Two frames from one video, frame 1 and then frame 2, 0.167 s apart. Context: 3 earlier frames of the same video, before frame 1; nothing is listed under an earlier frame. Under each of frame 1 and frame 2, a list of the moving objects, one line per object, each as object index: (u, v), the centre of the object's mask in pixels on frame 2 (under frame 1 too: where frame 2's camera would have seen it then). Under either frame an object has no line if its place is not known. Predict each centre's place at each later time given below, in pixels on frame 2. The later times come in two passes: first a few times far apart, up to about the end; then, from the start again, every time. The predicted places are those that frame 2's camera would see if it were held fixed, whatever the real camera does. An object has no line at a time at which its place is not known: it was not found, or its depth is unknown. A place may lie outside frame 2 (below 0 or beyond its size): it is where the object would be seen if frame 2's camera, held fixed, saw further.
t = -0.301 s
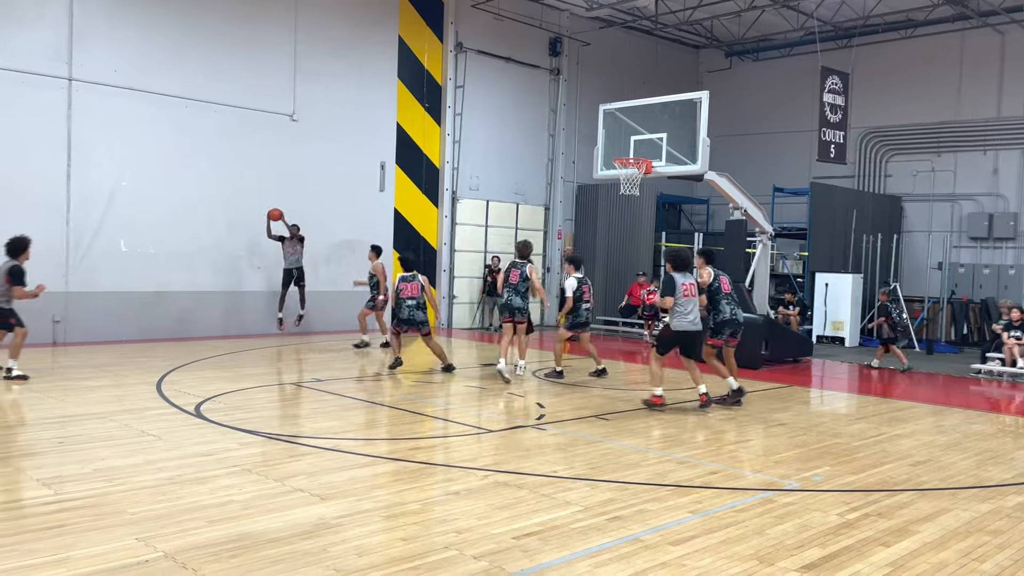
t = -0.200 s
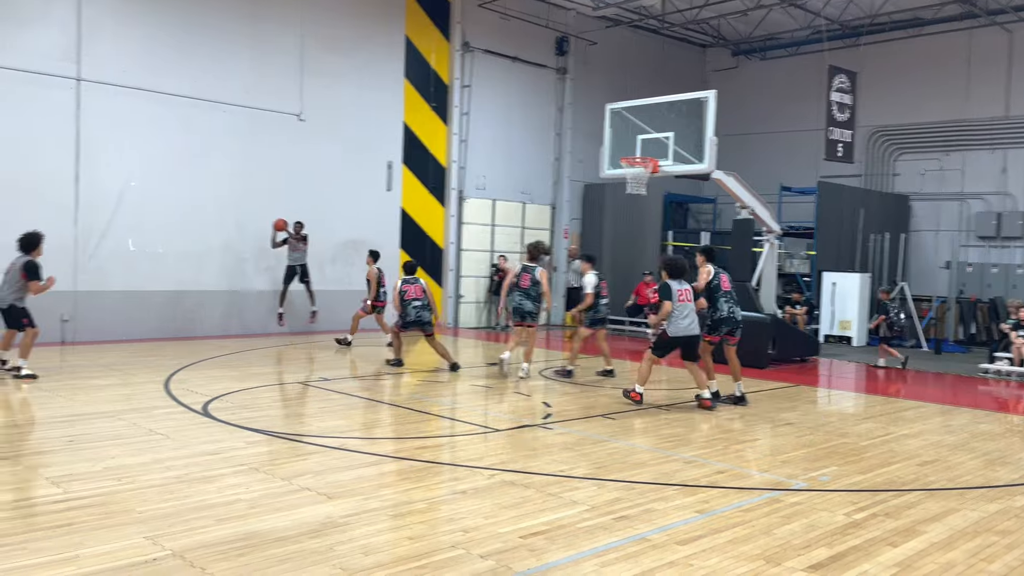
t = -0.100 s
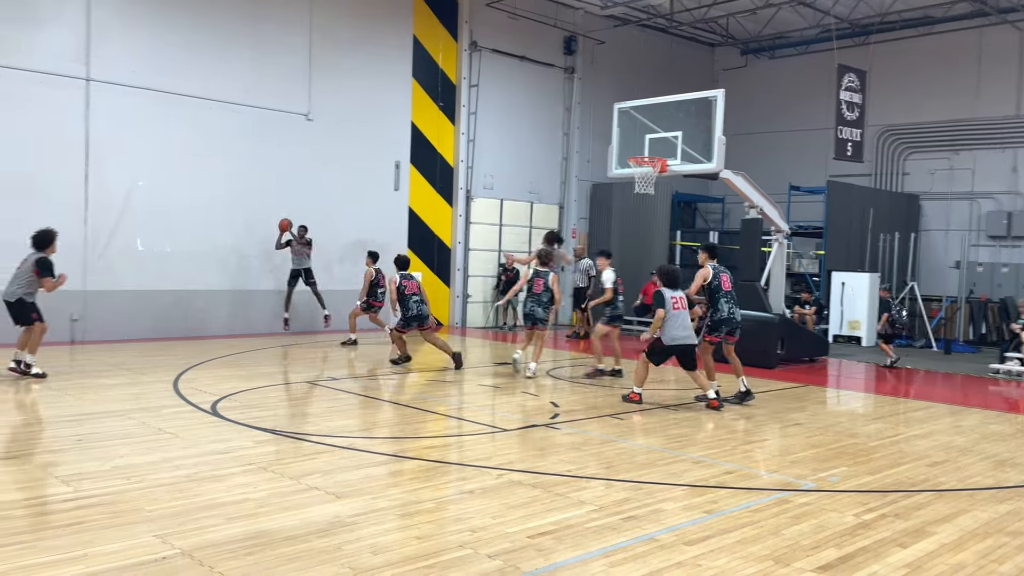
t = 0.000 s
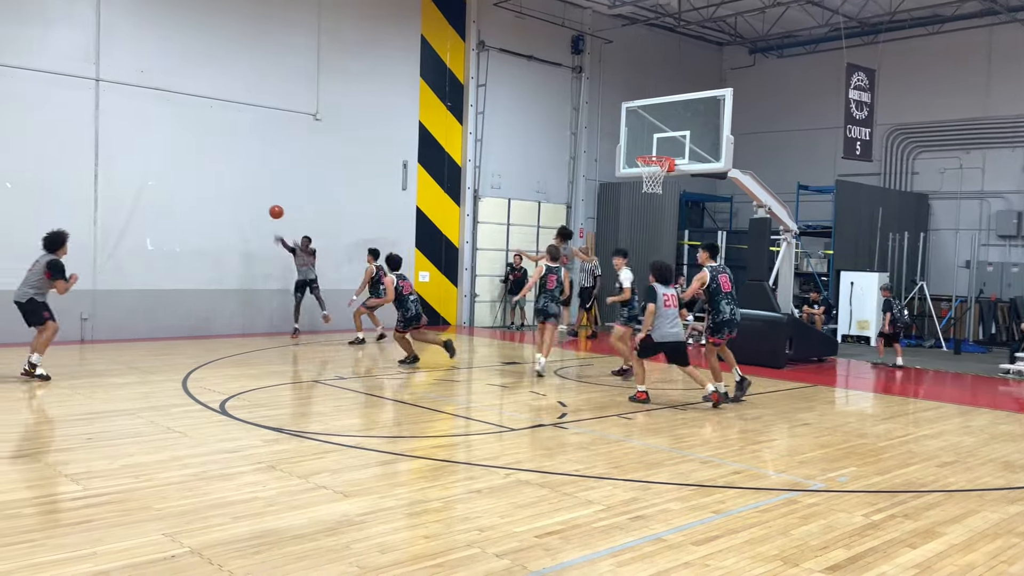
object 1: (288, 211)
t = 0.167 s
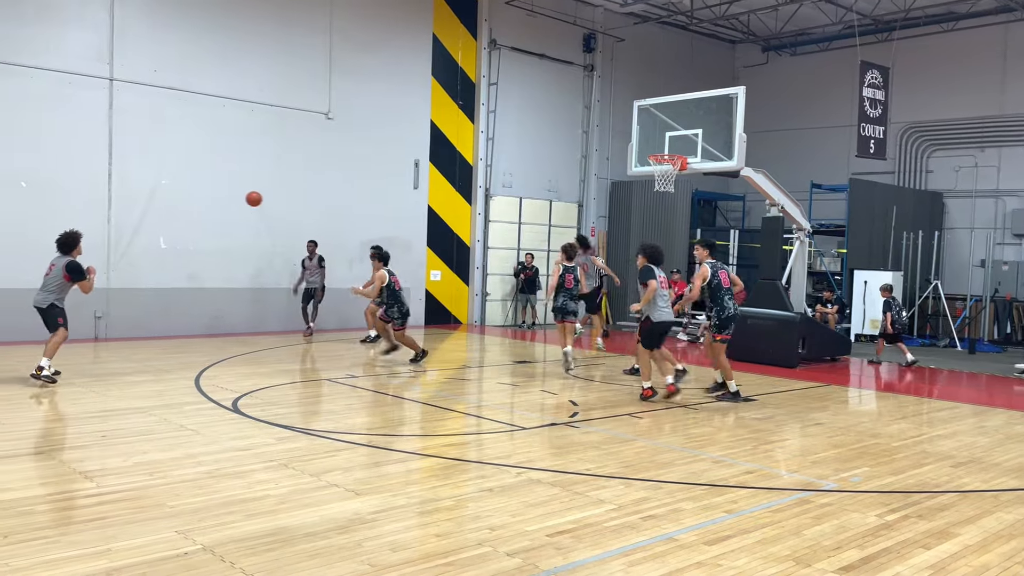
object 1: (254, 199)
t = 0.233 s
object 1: (238, 199)
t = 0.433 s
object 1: (180, 217)
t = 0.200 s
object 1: (246, 198)
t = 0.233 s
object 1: (238, 199)
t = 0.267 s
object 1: (229, 200)
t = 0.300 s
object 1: (220, 201)
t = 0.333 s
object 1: (211, 204)
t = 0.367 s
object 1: (201, 207)
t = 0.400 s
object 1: (191, 212)
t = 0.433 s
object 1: (180, 217)
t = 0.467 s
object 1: (169, 224)
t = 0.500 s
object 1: (157, 231)
